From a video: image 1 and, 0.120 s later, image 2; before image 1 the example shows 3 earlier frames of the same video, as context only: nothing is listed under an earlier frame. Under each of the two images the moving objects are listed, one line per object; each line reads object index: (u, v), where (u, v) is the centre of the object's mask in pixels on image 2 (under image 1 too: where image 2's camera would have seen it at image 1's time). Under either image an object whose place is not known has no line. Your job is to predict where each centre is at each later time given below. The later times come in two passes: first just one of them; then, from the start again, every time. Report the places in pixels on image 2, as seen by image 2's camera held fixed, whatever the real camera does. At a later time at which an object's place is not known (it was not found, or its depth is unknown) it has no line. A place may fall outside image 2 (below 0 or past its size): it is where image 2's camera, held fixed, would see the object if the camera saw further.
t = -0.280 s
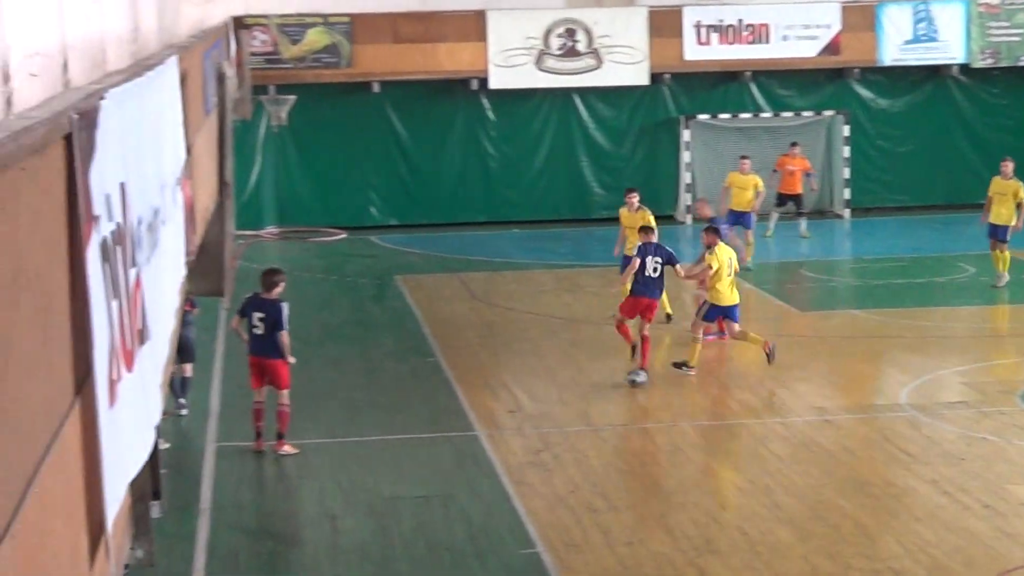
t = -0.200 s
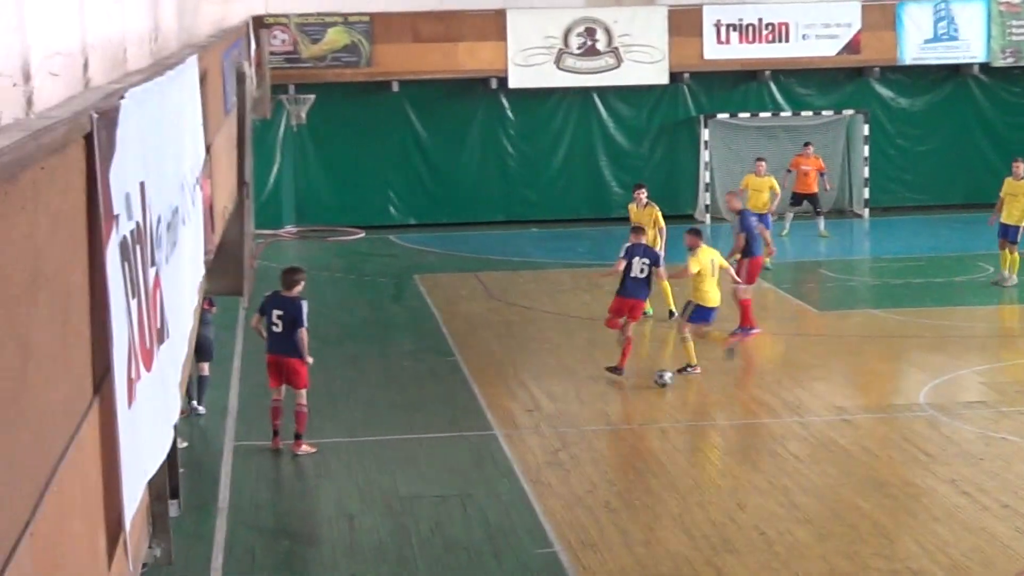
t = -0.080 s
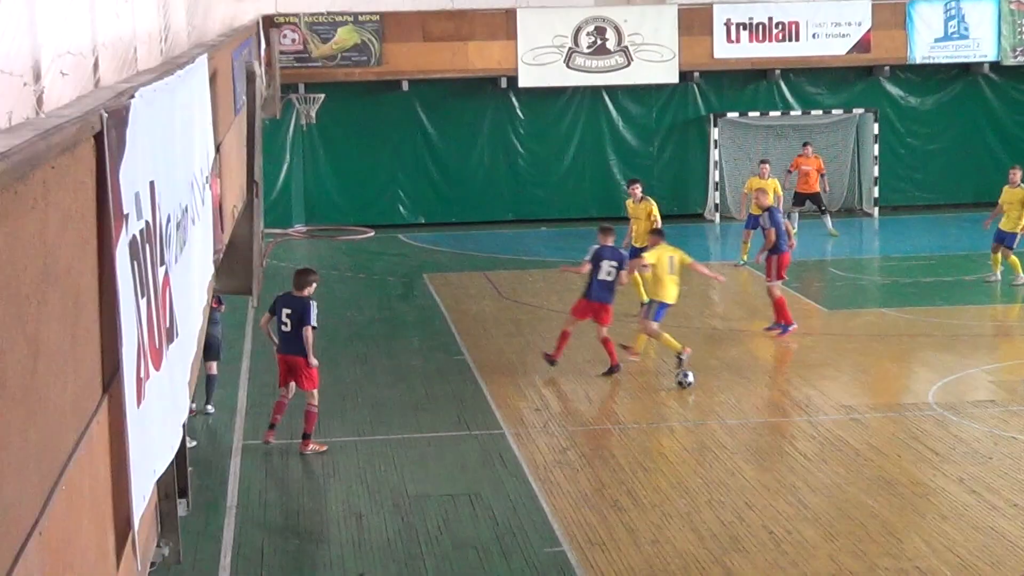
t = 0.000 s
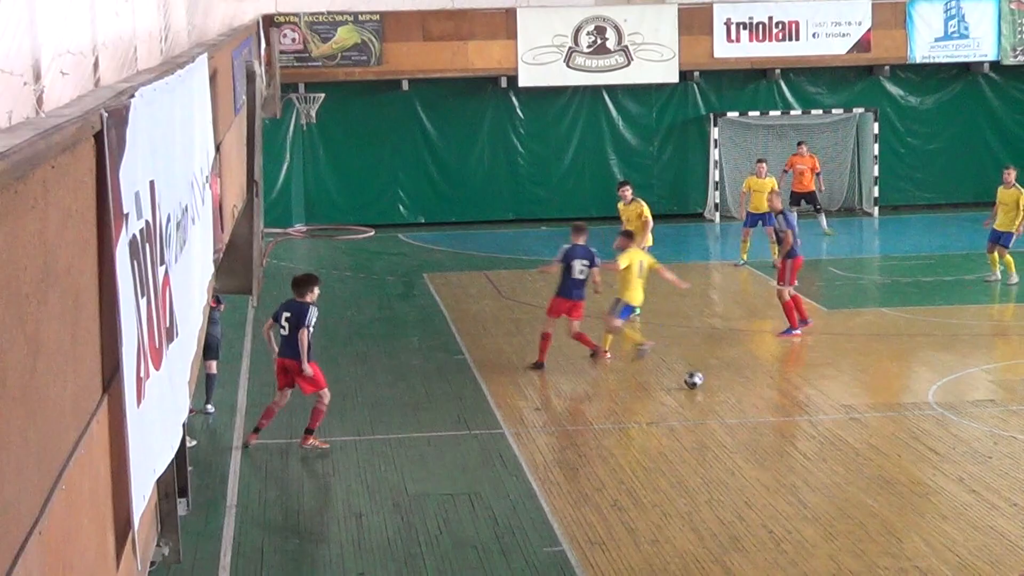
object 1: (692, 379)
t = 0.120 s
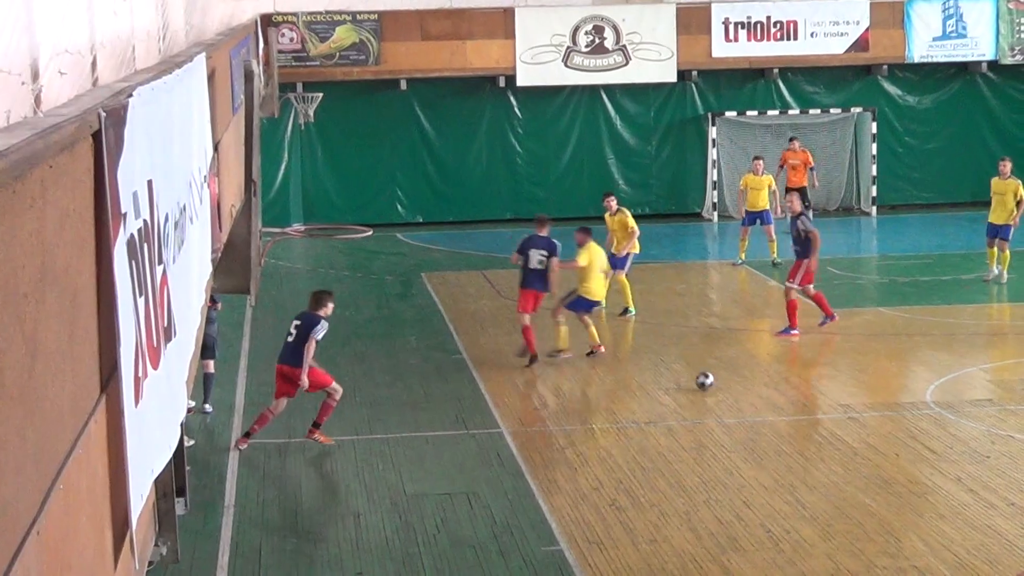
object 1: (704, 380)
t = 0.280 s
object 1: (721, 382)
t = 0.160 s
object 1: (709, 381)
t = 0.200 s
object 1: (713, 381)
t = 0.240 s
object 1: (717, 381)
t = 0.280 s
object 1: (721, 382)
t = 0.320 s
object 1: (725, 383)
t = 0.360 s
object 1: (729, 383)
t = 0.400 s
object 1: (733, 384)
